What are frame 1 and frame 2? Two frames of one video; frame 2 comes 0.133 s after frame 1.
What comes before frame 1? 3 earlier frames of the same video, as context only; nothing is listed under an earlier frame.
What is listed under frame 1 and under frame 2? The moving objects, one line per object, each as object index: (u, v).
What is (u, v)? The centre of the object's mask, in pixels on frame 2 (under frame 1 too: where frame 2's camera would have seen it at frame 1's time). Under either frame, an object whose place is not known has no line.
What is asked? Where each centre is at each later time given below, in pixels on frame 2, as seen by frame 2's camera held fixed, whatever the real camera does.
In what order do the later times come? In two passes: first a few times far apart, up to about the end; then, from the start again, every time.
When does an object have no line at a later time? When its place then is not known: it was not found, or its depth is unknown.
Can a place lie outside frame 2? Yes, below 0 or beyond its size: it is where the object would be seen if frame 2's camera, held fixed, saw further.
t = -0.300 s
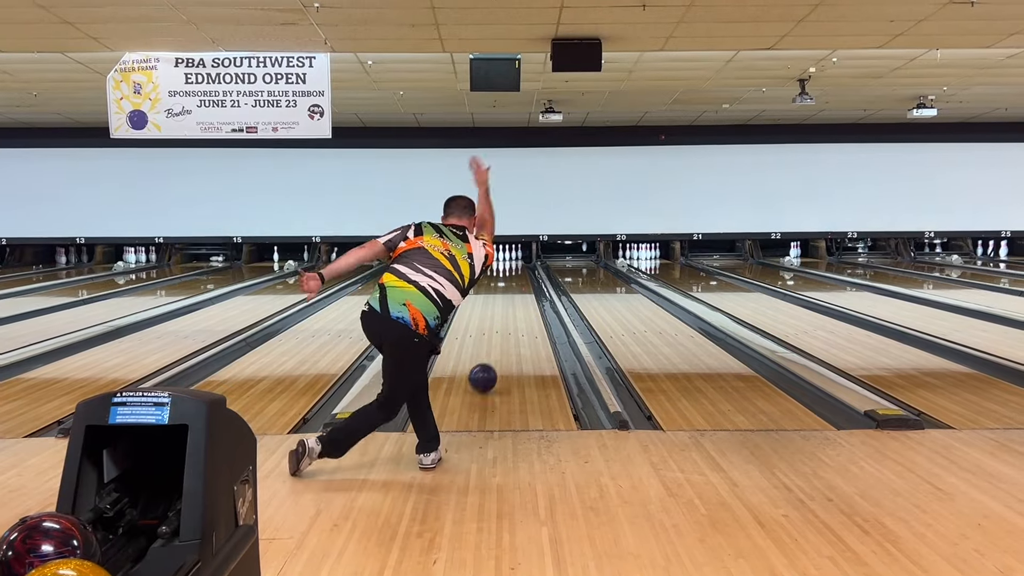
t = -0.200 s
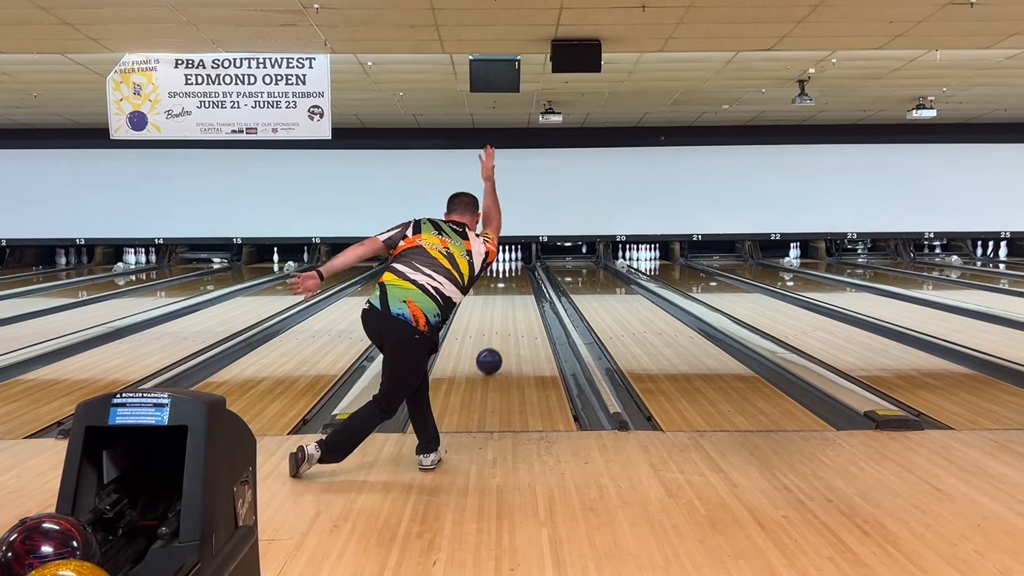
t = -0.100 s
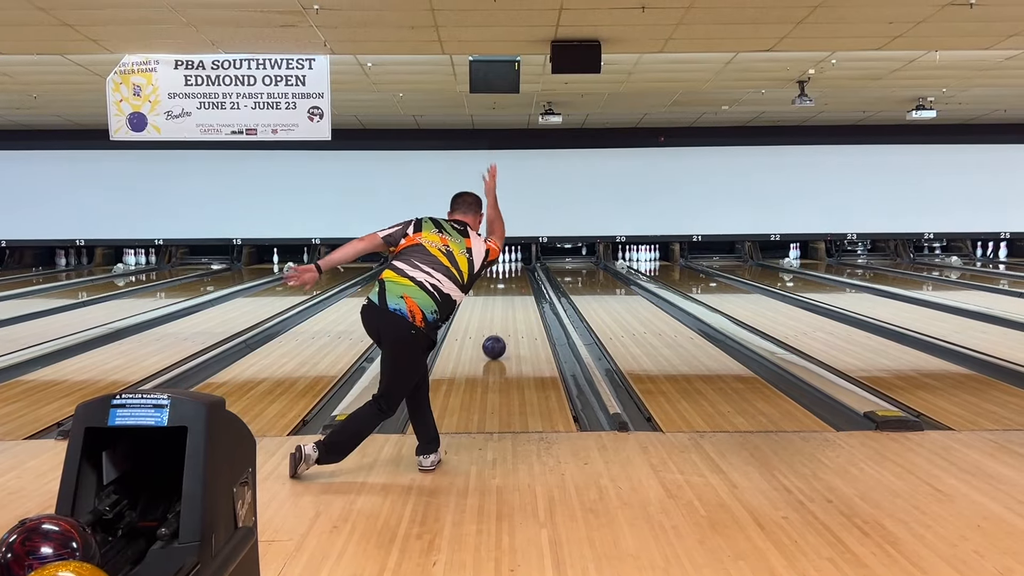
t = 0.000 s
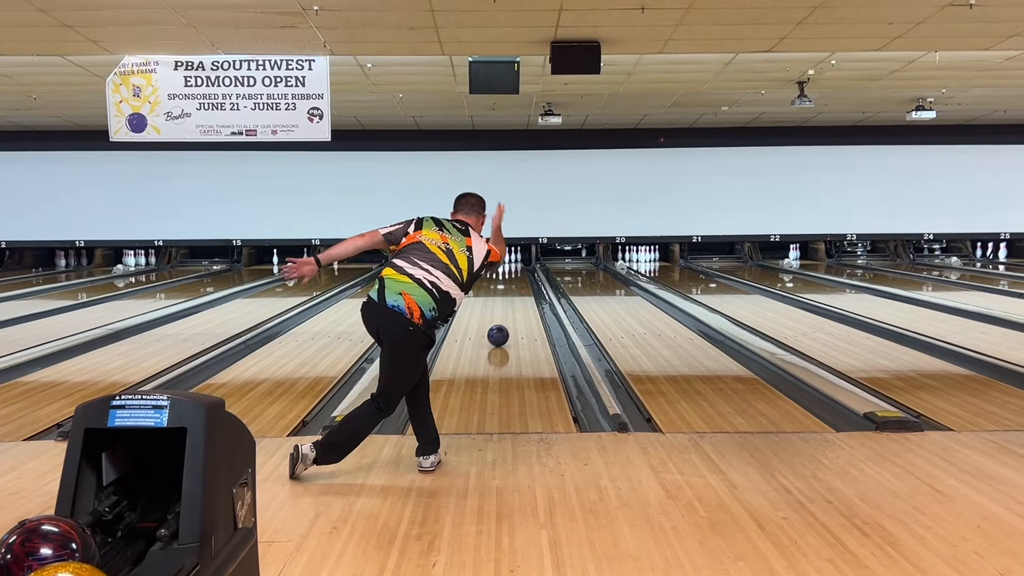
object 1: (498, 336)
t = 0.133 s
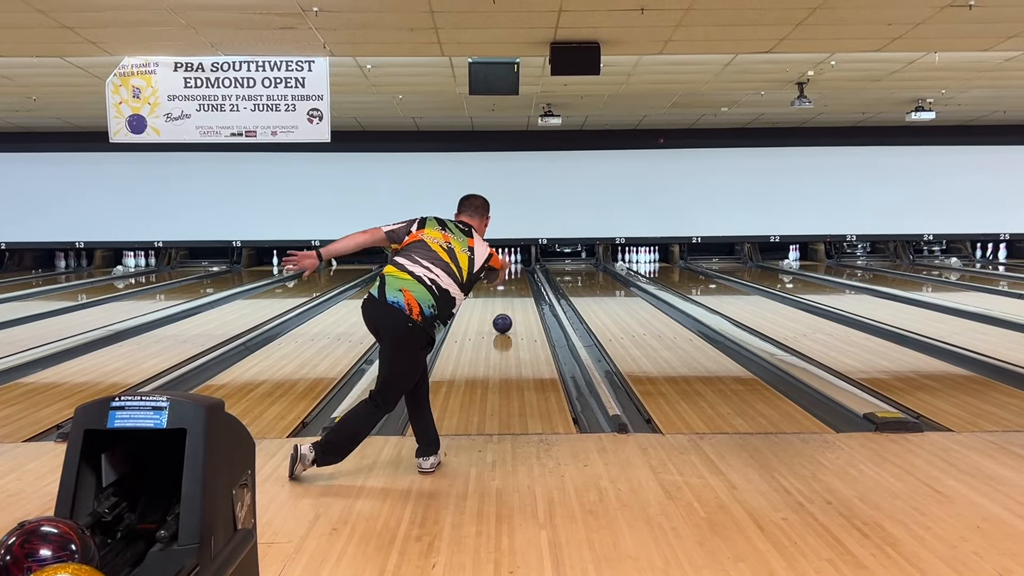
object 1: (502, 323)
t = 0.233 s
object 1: (505, 315)
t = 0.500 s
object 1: (510, 299)
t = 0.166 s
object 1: (503, 321)
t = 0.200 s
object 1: (504, 318)
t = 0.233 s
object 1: (505, 315)
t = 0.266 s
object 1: (506, 313)
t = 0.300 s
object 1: (508, 311)
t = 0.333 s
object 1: (508, 308)
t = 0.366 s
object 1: (508, 306)
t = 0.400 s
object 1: (508, 304)
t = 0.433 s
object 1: (509, 302)
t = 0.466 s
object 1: (510, 300)
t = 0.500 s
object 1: (510, 299)
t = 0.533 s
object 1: (511, 297)
